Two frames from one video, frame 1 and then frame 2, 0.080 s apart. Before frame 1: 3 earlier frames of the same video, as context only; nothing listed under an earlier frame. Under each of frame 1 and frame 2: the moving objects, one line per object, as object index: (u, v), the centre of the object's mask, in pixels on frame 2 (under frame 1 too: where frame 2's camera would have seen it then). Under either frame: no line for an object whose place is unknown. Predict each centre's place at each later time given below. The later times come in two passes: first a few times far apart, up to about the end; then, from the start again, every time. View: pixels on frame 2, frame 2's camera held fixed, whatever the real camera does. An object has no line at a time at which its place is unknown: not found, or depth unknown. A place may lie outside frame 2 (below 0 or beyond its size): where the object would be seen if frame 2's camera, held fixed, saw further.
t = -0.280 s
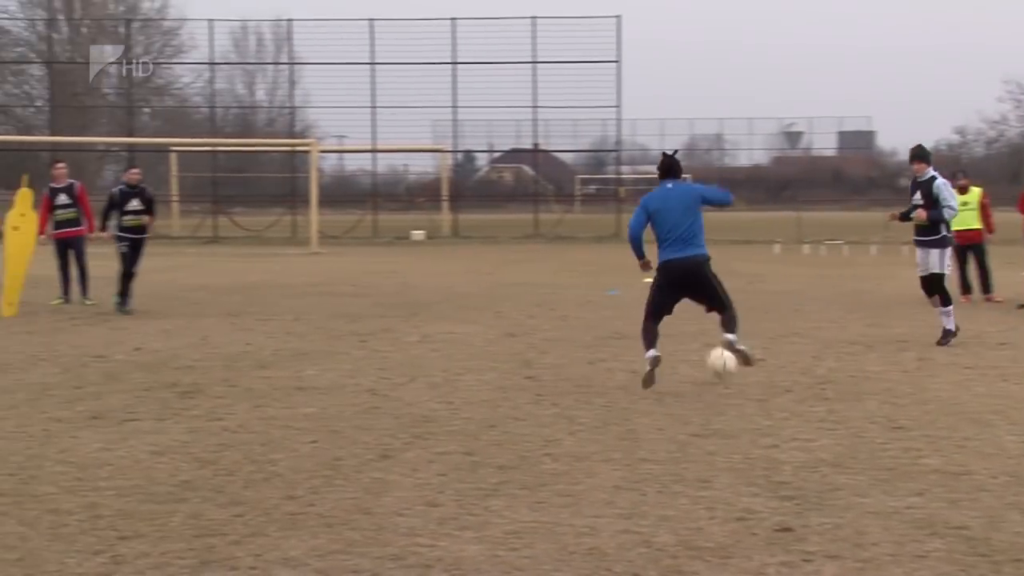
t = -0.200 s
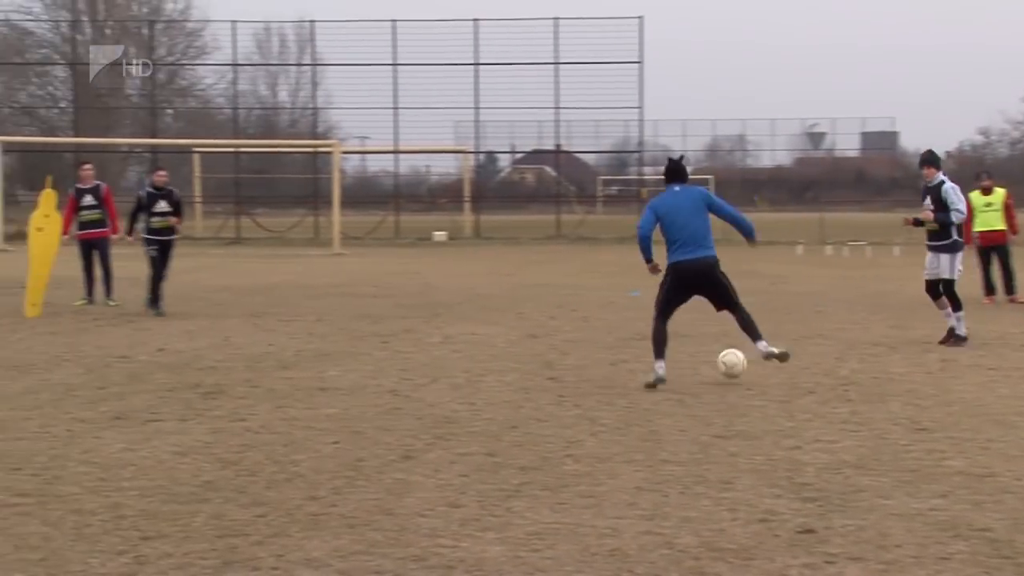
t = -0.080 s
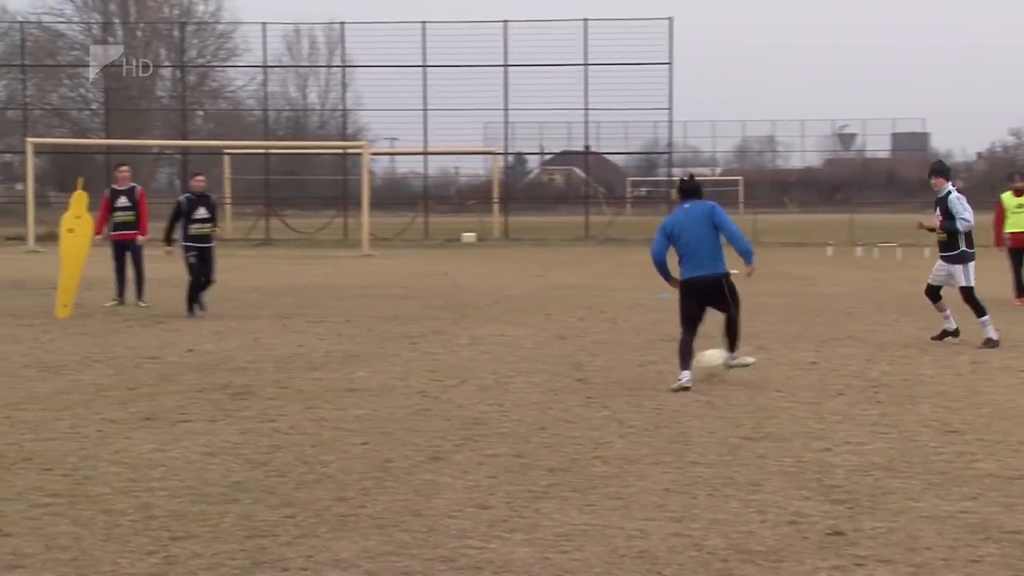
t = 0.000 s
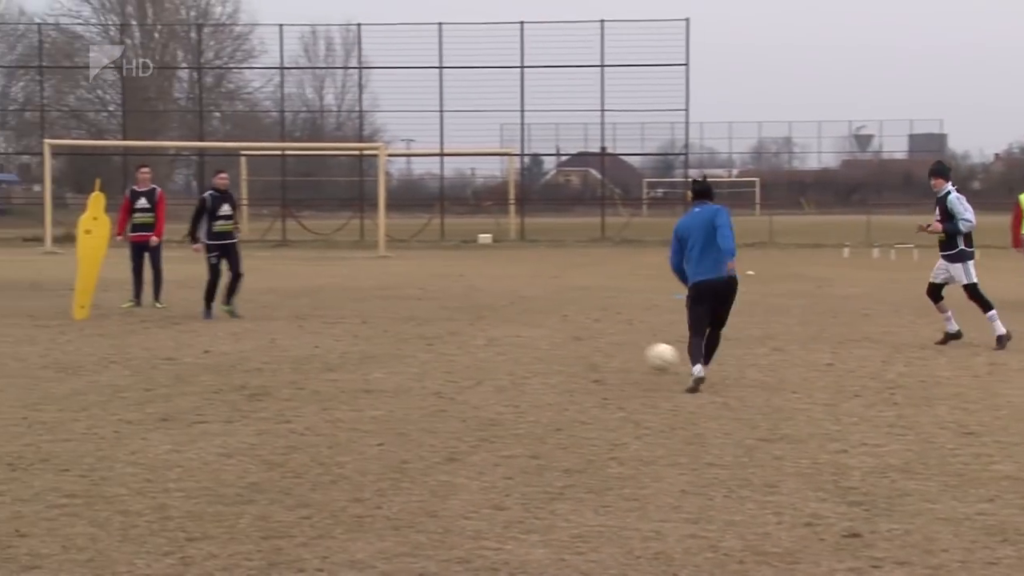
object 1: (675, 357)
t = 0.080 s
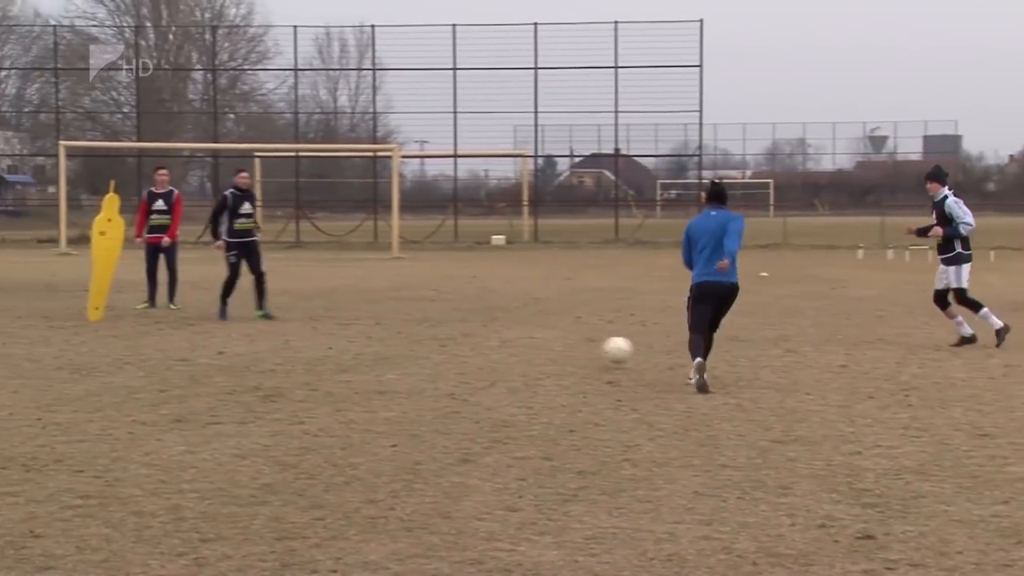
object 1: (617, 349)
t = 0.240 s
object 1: (518, 344)
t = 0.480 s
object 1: (414, 332)
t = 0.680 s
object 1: (348, 323)
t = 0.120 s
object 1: (590, 348)
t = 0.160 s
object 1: (563, 349)
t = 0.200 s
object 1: (539, 347)
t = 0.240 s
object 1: (518, 344)
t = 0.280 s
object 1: (498, 342)
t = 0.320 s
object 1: (479, 341)
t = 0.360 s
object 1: (461, 339)
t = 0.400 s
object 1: (443, 336)
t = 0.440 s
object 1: (428, 333)
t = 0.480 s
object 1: (414, 332)
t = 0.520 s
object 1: (398, 331)
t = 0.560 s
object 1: (384, 332)
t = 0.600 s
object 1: (372, 326)
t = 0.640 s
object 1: (360, 323)
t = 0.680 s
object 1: (348, 323)
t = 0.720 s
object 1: (336, 323)
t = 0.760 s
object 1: (325, 326)
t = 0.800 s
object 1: (314, 324)
